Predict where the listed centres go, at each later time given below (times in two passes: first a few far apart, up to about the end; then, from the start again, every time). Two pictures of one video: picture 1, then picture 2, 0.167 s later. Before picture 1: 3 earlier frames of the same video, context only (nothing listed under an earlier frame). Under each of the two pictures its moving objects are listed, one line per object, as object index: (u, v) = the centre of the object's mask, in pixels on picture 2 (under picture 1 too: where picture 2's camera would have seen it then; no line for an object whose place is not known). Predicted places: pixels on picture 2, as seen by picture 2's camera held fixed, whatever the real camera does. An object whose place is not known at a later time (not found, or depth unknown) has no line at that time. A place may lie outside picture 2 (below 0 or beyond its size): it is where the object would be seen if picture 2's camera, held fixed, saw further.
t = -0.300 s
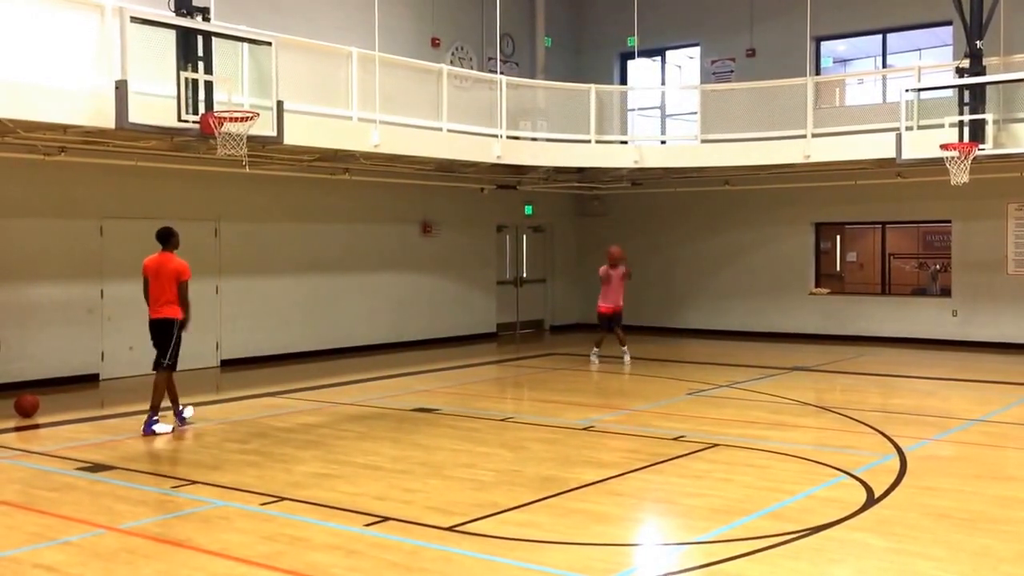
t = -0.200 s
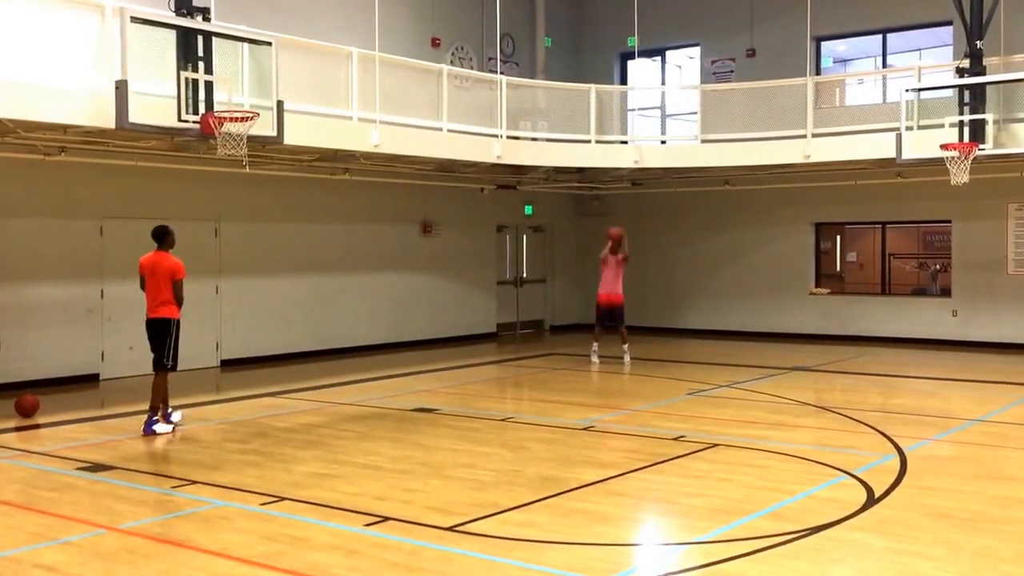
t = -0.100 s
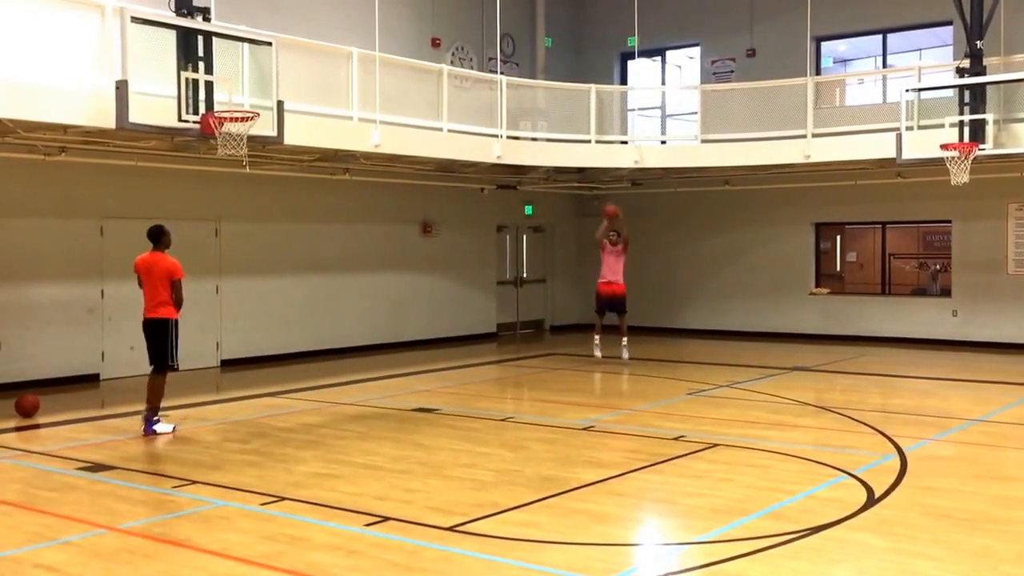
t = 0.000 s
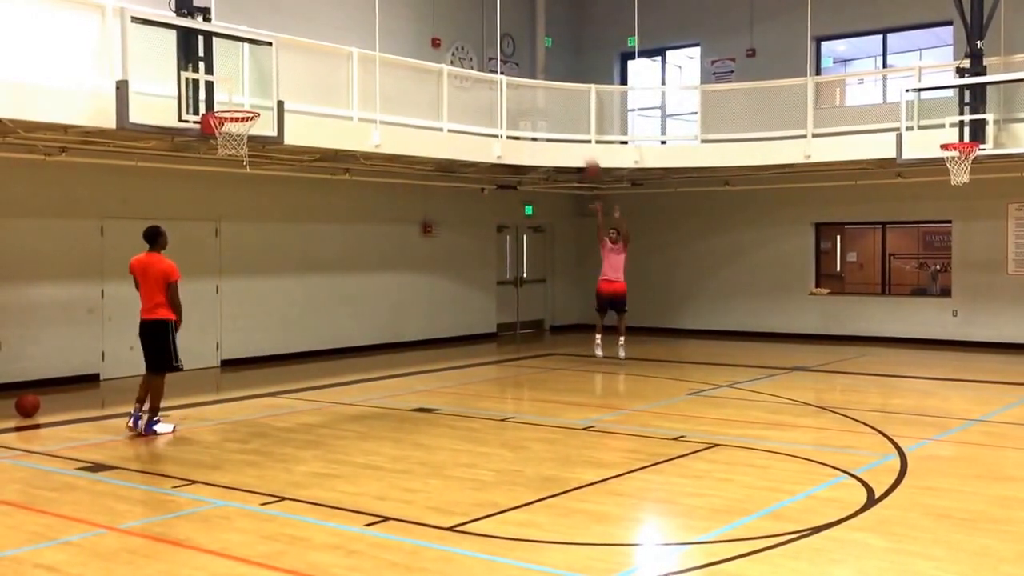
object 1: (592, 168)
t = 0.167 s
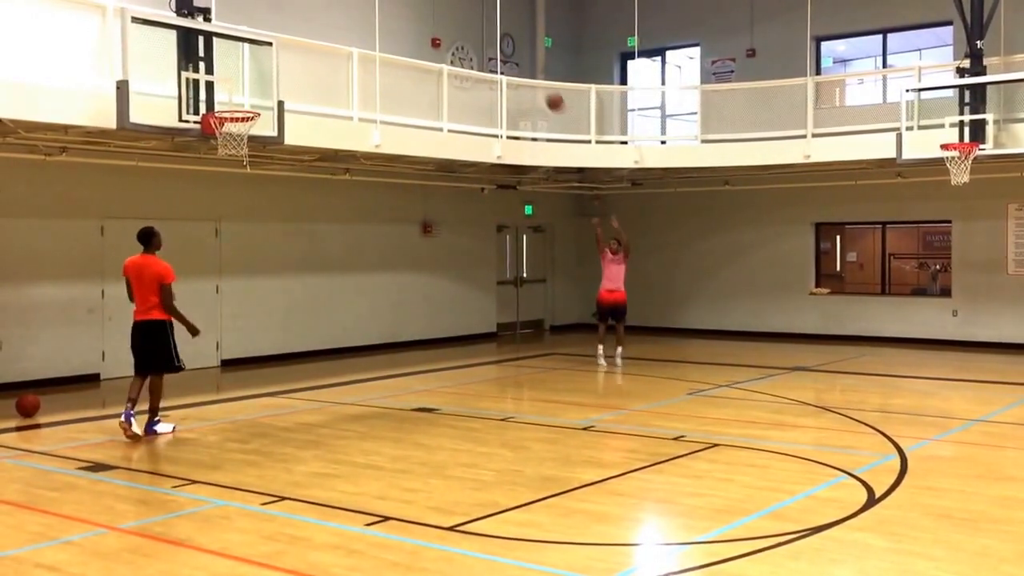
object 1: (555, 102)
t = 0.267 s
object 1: (531, 71)
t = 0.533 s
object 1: (460, 9)
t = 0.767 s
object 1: (387, 4)
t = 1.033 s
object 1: (291, 51)
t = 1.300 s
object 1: (249, 123)
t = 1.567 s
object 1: (236, 191)
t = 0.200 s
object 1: (547, 91)
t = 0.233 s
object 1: (538, 81)
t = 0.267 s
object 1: (531, 71)
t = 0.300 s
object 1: (522, 58)
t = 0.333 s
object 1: (515, 49)
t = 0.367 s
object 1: (506, 42)
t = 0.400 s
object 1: (496, 33)
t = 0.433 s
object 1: (487, 26)
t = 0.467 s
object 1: (478, 20)
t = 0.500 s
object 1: (469, 14)
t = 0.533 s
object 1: (460, 9)
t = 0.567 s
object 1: (450, 6)
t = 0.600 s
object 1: (440, 5)
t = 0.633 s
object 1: (429, 4)
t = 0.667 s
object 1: (420, 3)
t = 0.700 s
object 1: (409, 3)
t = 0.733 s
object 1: (398, 3)
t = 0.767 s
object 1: (387, 4)
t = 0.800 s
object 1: (375, 5)
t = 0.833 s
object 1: (364, 7)
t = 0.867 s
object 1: (353, 10)
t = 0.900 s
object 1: (341, 16)
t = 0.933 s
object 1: (329, 23)
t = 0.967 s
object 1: (316, 30)
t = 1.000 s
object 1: (304, 40)
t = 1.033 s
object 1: (291, 51)
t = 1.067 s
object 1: (277, 62)
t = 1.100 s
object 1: (264, 75)
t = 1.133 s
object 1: (250, 88)
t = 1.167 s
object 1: (234, 103)
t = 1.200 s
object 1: (228, 113)
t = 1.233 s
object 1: (225, 118)
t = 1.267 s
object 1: (235, 119)
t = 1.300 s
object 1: (249, 123)
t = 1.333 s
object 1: (250, 127)
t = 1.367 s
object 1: (249, 132)
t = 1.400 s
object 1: (247, 140)
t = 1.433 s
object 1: (243, 151)
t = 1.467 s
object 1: (242, 155)
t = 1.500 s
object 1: (240, 168)
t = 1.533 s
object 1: (238, 179)
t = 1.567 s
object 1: (236, 191)
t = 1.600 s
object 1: (233, 205)
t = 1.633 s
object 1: (231, 220)
